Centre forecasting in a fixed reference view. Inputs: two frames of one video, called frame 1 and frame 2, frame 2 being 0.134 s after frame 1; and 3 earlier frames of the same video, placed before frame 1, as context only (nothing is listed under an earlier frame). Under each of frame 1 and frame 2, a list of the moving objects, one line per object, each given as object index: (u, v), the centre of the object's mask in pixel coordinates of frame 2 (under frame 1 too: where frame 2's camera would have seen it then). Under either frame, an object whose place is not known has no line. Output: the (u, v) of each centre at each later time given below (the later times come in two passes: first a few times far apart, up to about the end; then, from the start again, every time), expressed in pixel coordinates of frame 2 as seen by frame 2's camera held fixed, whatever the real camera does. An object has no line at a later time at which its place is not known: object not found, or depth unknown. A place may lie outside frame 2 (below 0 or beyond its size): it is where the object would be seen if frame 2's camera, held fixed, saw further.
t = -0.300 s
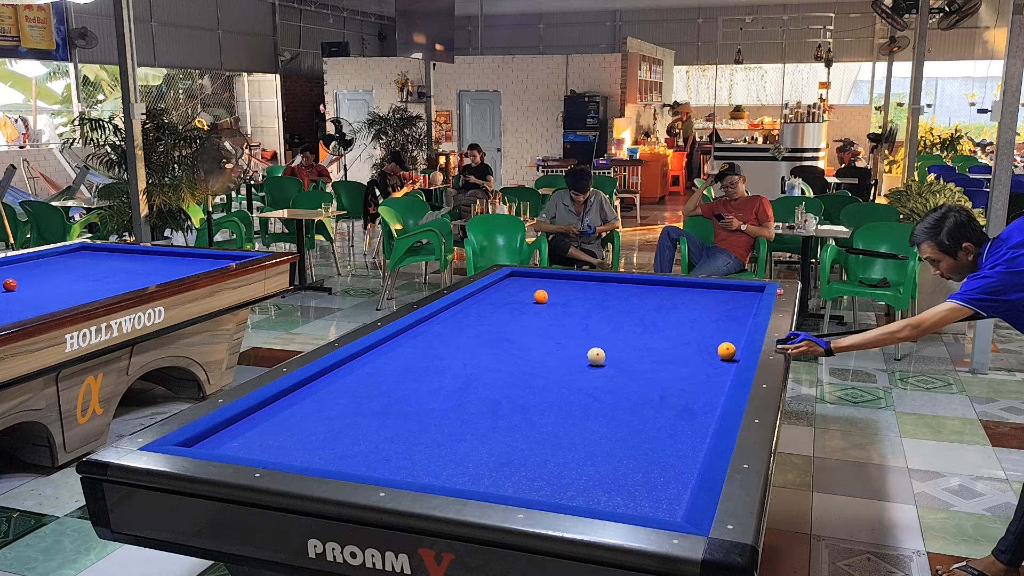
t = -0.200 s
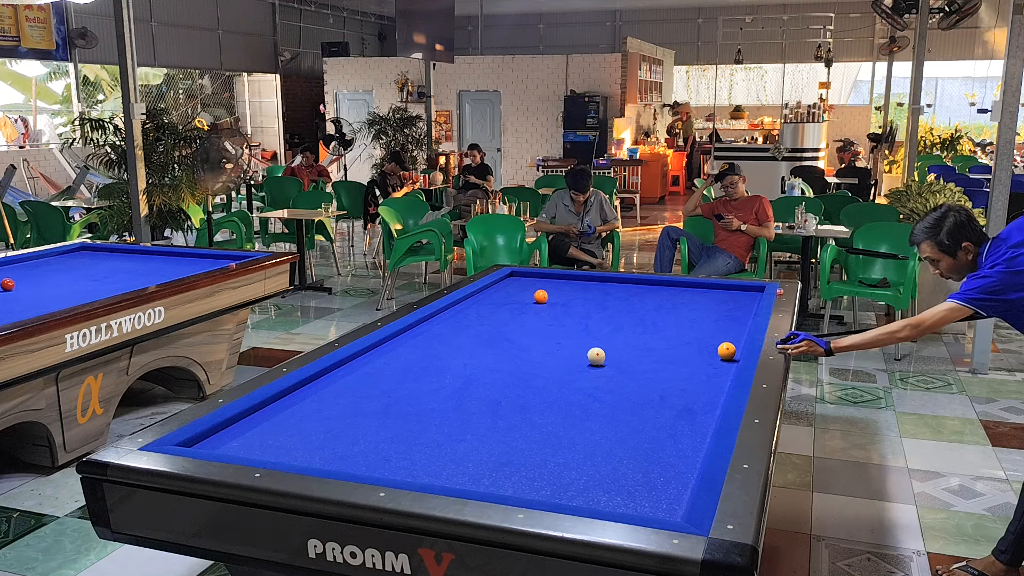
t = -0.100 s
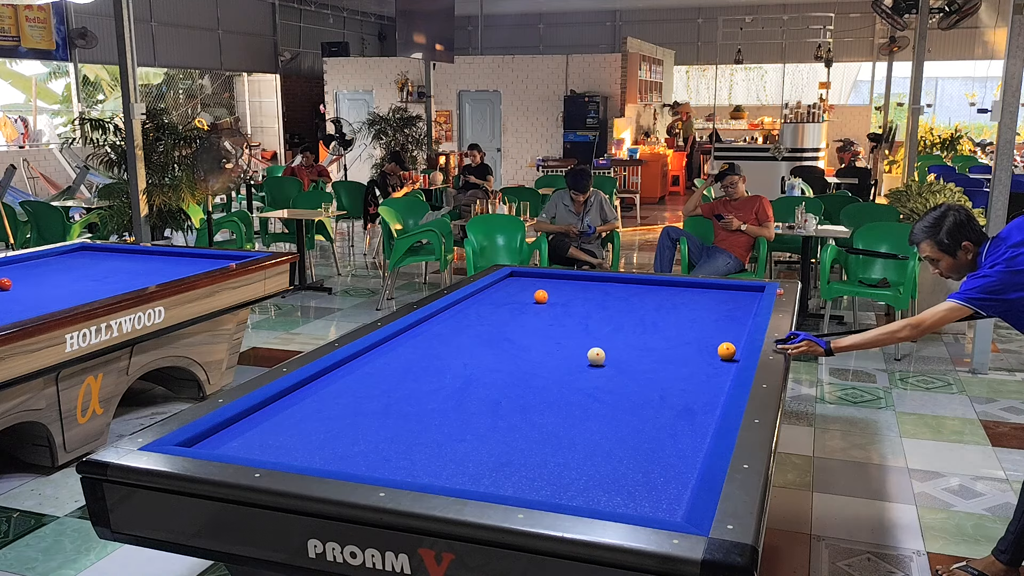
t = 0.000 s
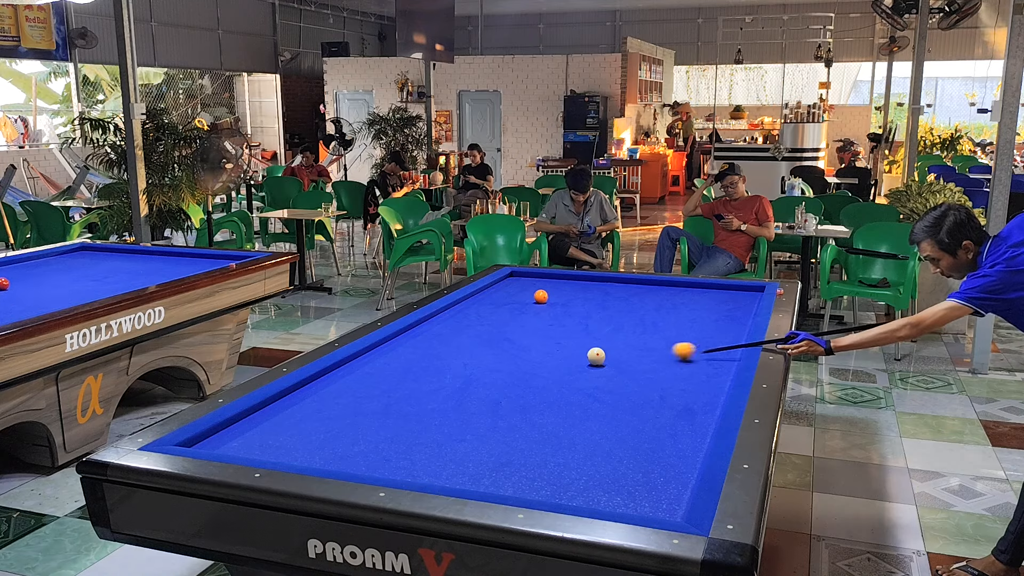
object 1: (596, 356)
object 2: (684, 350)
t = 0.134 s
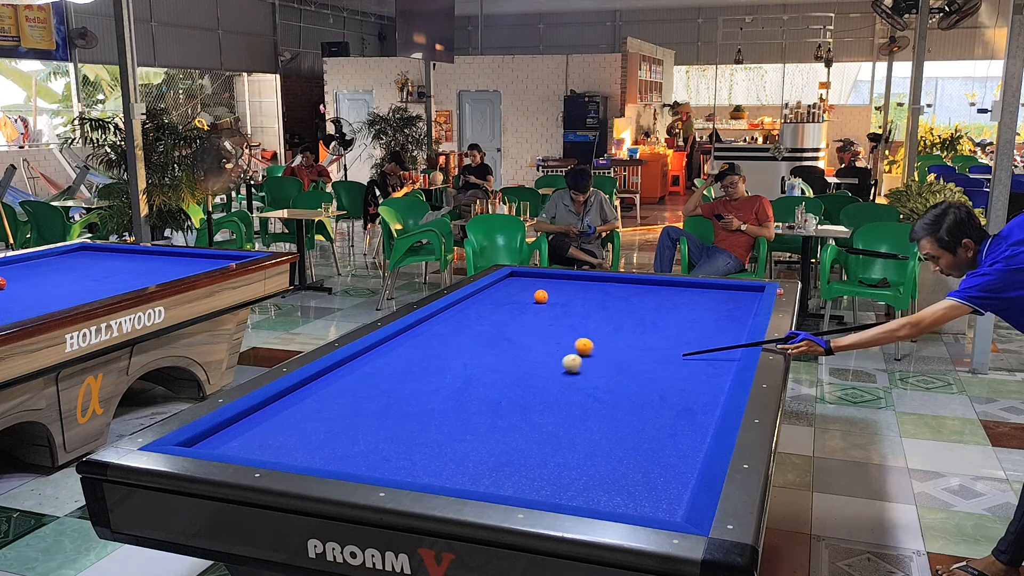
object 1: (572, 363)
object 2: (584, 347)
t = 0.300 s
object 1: (494, 387)
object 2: (512, 331)
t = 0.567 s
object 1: (368, 424)
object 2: (459, 315)
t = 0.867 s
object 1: (268, 442)
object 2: (564, 308)
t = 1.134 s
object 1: (277, 412)
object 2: (636, 300)
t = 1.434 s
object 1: (307, 390)
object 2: (710, 293)
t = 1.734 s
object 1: (355, 375)
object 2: (749, 288)
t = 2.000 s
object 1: (394, 364)
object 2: (727, 289)
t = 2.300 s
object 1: (432, 352)
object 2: (706, 290)
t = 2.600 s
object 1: (467, 342)
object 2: (686, 291)
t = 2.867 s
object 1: (494, 334)
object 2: (669, 292)
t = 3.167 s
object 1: (523, 326)
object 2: (650, 293)
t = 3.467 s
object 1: (548, 318)
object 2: (632, 294)
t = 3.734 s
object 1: (569, 312)
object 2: (617, 294)
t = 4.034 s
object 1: (590, 306)
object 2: (601, 295)
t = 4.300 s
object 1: (608, 301)
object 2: (587, 296)
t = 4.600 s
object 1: (627, 296)
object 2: (572, 296)
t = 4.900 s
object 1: (644, 291)
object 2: (558, 297)
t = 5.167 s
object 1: (658, 287)
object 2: (552, 298)
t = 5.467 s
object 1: (673, 283)
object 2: (550, 299)
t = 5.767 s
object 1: (682, 285)
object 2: (547, 299)
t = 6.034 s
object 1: (689, 288)
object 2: (546, 300)
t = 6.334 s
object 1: (697, 291)
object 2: (545, 300)
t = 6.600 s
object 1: (705, 294)
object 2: (545, 300)
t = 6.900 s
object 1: (712, 297)
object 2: (545, 301)
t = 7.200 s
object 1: (720, 300)
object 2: (545, 301)
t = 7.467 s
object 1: (726, 302)
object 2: (545, 301)
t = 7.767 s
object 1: (733, 305)
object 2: (545, 301)
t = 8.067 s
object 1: (740, 307)
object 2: (545, 300)
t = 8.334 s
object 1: (745, 310)
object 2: (545, 301)
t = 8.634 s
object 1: (749, 311)
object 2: (545, 301)
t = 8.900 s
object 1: (746, 313)
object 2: (545, 300)
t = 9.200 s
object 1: (743, 313)
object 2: (545, 300)
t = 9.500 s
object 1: (740, 314)
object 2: (545, 301)
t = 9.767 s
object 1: (737, 314)
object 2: (545, 301)
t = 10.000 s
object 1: (735, 314)
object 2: (545, 301)
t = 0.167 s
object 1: (556, 368)
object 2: (569, 343)
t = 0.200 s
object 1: (541, 373)
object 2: (555, 340)
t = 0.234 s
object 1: (525, 377)
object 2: (540, 337)
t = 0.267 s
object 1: (509, 382)
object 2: (526, 334)
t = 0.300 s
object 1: (494, 387)
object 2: (512, 331)
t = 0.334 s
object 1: (478, 391)
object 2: (498, 329)
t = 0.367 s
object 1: (462, 396)
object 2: (483, 326)
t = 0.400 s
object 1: (446, 401)
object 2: (470, 324)
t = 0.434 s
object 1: (430, 406)
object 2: (456, 322)
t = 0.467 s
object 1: (415, 410)
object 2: (443, 319)
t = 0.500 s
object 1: (399, 415)
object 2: (431, 317)
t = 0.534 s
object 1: (384, 420)
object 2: (444, 316)
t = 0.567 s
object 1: (368, 424)
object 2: (459, 315)
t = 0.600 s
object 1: (351, 429)
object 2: (473, 315)
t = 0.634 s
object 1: (334, 435)
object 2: (486, 314)
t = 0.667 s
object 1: (317, 440)
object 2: (499, 313)
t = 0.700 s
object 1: (299, 445)
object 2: (511, 312)
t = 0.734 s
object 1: (281, 450)
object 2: (523, 311)
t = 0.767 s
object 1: (263, 452)
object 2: (534, 310)
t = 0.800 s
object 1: (261, 450)
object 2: (545, 309)
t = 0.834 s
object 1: (265, 447)
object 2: (555, 308)
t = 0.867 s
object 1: (268, 442)
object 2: (564, 308)
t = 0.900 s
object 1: (270, 437)
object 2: (574, 307)
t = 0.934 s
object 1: (272, 432)
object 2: (583, 306)
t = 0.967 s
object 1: (274, 428)
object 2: (592, 305)
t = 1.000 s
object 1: (275, 425)
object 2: (601, 304)
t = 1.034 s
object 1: (275, 421)
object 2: (609, 303)
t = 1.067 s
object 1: (276, 418)
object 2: (618, 302)
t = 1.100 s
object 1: (276, 415)
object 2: (627, 301)
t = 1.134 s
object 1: (277, 412)
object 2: (636, 300)
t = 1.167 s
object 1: (277, 408)
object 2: (644, 300)
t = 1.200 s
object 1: (278, 405)
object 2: (653, 299)
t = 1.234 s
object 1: (278, 402)
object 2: (661, 298)
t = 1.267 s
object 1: (279, 399)
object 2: (669, 297)
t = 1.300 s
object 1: (282, 397)
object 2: (677, 296)
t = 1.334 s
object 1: (289, 395)
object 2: (686, 295)
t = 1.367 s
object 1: (295, 394)
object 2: (694, 295)
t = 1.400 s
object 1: (301, 392)
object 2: (702, 294)
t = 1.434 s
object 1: (307, 390)
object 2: (710, 293)
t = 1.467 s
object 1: (312, 388)
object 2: (718, 292)
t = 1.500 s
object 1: (318, 387)
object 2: (725, 291)
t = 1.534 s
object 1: (324, 385)
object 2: (733, 291)
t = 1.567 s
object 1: (329, 383)
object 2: (741, 290)
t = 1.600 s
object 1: (334, 382)
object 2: (748, 289)
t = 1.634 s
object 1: (340, 380)
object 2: (755, 288)
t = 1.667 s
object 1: (345, 379)
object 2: (758, 287)
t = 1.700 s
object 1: (350, 377)
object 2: (753, 288)
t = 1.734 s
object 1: (355, 375)
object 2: (749, 288)
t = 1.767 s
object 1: (360, 374)
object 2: (745, 288)
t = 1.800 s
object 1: (365, 372)
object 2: (742, 288)
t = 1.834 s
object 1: (370, 371)
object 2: (739, 289)
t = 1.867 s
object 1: (375, 370)
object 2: (736, 289)
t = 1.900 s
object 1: (380, 368)
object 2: (734, 289)
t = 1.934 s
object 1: (385, 367)
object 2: (732, 289)
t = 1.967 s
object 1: (389, 365)
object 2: (730, 289)
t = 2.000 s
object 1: (394, 364)
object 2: (727, 289)
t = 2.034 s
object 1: (398, 362)
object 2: (725, 289)
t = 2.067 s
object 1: (403, 361)
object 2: (722, 290)
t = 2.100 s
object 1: (407, 360)
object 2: (720, 290)
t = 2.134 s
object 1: (412, 358)
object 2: (718, 290)
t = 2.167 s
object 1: (416, 357)
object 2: (715, 290)
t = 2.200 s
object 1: (420, 356)
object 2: (713, 290)
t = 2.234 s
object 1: (424, 355)
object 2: (711, 290)
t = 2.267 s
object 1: (428, 354)
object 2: (709, 290)
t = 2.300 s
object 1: (432, 352)
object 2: (706, 290)
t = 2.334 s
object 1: (436, 351)
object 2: (704, 290)
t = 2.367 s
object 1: (440, 350)
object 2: (702, 291)
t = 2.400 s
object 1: (444, 349)
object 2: (699, 291)
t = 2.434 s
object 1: (448, 348)
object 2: (697, 291)
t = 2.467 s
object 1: (452, 346)
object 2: (695, 291)
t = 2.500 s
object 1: (456, 345)
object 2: (693, 291)
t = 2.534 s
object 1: (459, 344)
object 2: (690, 291)
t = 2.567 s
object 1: (463, 343)
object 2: (688, 291)
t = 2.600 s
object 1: (467, 342)
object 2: (686, 291)
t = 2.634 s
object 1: (470, 341)
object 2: (684, 291)
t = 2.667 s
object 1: (474, 340)
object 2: (682, 292)
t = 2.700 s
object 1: (477, 339)
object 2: (680, 292)
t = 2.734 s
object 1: (481, 338)
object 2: (677, 292)
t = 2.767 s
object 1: (484, 337)
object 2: (675, 292)
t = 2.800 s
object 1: (488, 336)
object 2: (673, 292)
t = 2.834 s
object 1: (491, 335)
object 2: (671, 292)
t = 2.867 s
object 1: (494, 334)
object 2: (669, 292)
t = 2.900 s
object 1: (498, 333)
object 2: (667, 292)
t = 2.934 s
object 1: (501, 332)
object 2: (665, 292)
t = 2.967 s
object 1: (504, 331)
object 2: (663, 292)
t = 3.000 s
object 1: (507, 330)
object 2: (661, 292)
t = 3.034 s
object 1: (510, 329)
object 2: (658, 293)
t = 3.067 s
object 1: (514, 328)
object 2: (656, 293)
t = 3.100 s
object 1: (517, 327)
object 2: (654, 293)
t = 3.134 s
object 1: (520, 327)
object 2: (652, 293)
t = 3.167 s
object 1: (523, 326)
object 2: (650, 293)
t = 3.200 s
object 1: (526, 325)
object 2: (648, 293)
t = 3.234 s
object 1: (529, 324)
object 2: (646, 293)
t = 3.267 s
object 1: (531, 323)
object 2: (644, 293)
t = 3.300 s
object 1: (534, 322)
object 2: (642, 293)
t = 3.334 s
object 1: (537, 321)
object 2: (640, 293)
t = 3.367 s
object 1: (540, 321)
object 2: (638, 293)
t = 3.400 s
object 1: (543, 320)
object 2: (636, 293)
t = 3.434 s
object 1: (545, 319)
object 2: (634, 294)
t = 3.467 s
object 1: (548, 318)
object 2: (632, 294)
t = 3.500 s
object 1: (551, 317)
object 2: (630, 294)
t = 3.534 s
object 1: (553, 317)
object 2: (628, 294)
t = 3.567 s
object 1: (556, 316)
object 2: (627, 294)
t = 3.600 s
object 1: (559, 315)
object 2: (625, 294)
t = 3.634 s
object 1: (561, 314)
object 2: (623, 294)
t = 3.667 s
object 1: (564, 314)
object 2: (621, 294)
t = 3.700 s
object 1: (566, 313)
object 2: (619, 294)
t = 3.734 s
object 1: (569, 312)
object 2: (617, 294)
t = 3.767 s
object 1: (571, 312)
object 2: (615, 294)
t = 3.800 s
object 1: (574, 311)
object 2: (613, 294)
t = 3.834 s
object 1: (576, 310)
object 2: (611, 295)
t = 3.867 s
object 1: (579, 309)
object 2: (610, 295)
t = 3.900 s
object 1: (581, 309)
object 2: (608, 295)
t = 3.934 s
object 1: (584, 308)
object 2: (606, 295)
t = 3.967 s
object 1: (586, 307)
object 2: (604, 295)
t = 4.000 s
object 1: (588, 307)
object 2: (603, 295)
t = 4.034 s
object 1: (590, 306)
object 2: (601, 295)
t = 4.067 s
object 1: (593, 306)
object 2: (599, 295)
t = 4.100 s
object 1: (595, 305)
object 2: (598, 294)
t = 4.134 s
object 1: (597, 304)
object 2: (595, 294)
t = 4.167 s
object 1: (600, 304)
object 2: (593, 294)
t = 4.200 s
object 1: (602, 303)
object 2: (591, 295)
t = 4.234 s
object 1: (604, 302)
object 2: (590, 295)
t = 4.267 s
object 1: (606, 302)
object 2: (589, 296)
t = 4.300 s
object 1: (608, 301)
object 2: (587, 296)
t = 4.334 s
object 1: (611, 301)
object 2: (585, 296)
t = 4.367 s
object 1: (613, 300)
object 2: (583, 296)
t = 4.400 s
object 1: (615, 300)
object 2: (582, 296)
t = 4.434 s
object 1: (617, 299)
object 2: (580, 296)
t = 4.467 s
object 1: (619, 298)
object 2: (578, 296)
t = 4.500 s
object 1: (621, 298)
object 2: (577, 296)
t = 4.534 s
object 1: (623, 297)
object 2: (575, 296)
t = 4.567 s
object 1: (625, 297)
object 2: (573, 296)
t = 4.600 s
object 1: (627, 296)
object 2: (572, 296)
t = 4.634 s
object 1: (629, 296)
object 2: (570, 296)
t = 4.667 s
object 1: (631, 295)
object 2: (569, 297)
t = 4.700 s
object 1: (633, 295)
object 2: (567, 297)
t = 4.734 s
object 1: (635, 294)
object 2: (565, 297)
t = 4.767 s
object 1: (637, 293)
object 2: (564, 297)
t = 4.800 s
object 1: (638, 293)
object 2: (562, 297)
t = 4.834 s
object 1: (640, 293)
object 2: (561, 297)
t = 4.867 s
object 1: (642, 292)
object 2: (559, 297)
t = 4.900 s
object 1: (644, 291)
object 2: (558, 297)
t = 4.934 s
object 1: (646, 291)
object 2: (556, 297)
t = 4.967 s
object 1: (648, 290)
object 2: (555, 297)
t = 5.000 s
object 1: (649, 290)
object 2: (554, 297)
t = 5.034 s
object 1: (651, 289)
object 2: (554, 297)
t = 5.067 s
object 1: (653, 289)
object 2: (553, 298)
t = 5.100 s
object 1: (655, 288)
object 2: (553, 298)
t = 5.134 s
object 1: (657, 288)
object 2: (553, 298)
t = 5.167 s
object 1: (658, 287)
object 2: (552, 298)
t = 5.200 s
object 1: (660, 287)
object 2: (552, 298)
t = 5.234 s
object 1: (662, 286)
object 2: (552, 298)
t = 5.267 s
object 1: (663, 286)
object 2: (551, 298)
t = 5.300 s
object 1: (665, 285)
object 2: (551, 298)
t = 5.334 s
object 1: (667, 285)
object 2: (551, 298)
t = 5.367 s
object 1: (668, 285)
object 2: (550, 298)
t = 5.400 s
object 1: (670, 284)
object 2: (550, 299)
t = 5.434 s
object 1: (672, 284)
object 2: (550, 299)
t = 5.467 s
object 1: (673, 283)
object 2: (550, 299)
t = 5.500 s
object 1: (675, 283)
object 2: (549, 299)
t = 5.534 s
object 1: (676, 283)
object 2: (549, 299)
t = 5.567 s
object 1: (677, 283)
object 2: (549, 299)
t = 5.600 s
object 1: (678, 283)
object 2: (548, 299)
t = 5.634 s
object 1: (679, 284)
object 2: (548, 299)
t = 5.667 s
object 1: (680, 284)
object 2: (548, 299)
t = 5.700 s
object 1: (681, 284)
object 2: (548, 299)
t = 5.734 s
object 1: (681, 285)
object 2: (548, 299)
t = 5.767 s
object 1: (682, 285)
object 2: (547, 299)
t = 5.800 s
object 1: (683, 286)
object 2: (547, 299)
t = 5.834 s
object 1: (684, 286)
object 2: (547, 300)
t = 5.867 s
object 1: (685, 286)
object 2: (547, 300)
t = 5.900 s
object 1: (686, 287)
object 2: (547, 300)
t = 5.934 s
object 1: (687, 287)
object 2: (547, 300)
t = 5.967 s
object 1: (688, 288)
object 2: (547, 300)
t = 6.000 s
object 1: (688, 288)
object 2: (546, 300)
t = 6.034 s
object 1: (689, 288)
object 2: (546, 300)
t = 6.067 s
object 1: (690, 288)
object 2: (546, 300)
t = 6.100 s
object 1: (691, 289)
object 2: (546, 300)
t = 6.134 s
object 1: (692, 289)
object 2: (546, 300)
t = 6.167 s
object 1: (693, 290)
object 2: (546, 300)
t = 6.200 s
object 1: (694, 290)
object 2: (546, 300)
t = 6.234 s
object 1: (695, 290)
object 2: (546, 300)
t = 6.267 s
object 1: (695, 291)
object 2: (546, 300)
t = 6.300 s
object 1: (696, 291)
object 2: (545, 300)
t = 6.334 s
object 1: (697, 291)
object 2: (545, 300)
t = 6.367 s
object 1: (698, 292)
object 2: (545, 300)
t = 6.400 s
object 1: (699, 292)
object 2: (545, 300)
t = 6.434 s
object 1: (700, 292)
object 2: (545, 300)
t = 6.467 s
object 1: (701, 293)
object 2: (545, 300)
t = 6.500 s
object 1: (702, 293)
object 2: (545, 300)
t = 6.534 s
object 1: (703, 293)
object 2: (545, 300)
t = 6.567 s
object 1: (704, 293)
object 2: (545, 300)
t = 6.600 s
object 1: (705, 294)
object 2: (545, 300)
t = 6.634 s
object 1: (706, 294)
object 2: (545, 300)
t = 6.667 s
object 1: (706, 295)
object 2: (545, 300)
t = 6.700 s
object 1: (707, 295)
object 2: (545, 300)
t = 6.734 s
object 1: (708, 295)
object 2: (545, 301)
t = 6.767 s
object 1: (709, 295)
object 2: (545, 301)
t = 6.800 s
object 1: (710, 296)
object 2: (545, 301)
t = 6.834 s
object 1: (711, 296)
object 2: (545, 301)
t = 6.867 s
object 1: (711, 297)
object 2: (545, 301)
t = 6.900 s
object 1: (712, 297)
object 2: (545, 301)
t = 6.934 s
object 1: (713, 297)
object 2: (545, 301)
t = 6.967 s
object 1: (714, 298)
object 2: (545, 301)
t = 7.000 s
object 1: (715, 298)
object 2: (545, 301)
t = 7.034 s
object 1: (716, 298)
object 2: (545, 301)
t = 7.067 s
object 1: (716, 298)
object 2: (545, 301)
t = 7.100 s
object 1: (718, 299)
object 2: (545, 301)
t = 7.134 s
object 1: (718, 299)
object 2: (545, 301)
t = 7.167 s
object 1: (719, 299)
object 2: (545, 301)
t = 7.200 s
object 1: (720, 300)
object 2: (545, 301)
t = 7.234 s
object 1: (721, 300)
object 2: (545, 301)
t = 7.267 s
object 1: (721, 301)
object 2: (545, 301)
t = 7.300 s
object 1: (722, 301)
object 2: (545, 301)
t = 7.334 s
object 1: (723, 301)
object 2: (545, 301)
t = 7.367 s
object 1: (724, 301)
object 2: (545, 301)
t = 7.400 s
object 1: (725, 302)
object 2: (545, 301)
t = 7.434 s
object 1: (726, 302)
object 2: (545, 301)
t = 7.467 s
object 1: (726, 302)
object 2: (545, 301)
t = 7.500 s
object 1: (727, 303)
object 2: (545, 301)
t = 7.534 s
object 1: (728, 303)
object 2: (545, 301)
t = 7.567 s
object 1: (729, 303)
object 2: (545, 301)
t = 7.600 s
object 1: (729, 304)
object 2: (545, 301)
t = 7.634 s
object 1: (730, 304)
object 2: (545, 301)
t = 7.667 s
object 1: (731, 304)
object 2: (545, 301)
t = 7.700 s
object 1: (732, 304)
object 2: (545, 300)
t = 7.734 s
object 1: (733, 304)
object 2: (545, 301)
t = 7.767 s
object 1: (733, 305)
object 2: (545, 301)
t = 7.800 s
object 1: (734, 305)
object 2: (545, 300)
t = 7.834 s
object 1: (735, 305)
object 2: (545, 300)
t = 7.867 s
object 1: (735, 306)
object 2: (545, 300)
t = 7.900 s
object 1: (736, 306)
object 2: (545, 300)
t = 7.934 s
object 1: (737, 306)
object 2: (545, 300)
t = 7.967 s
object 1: (738, 306)
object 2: (545, 300)
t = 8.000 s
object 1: (739, 307)
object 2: (545, 300)
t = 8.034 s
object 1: (739, 307)
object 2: (545, 300)
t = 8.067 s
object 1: (740, 307)
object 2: (545, 300)
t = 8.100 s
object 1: (741, 308)
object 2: (545, 300)
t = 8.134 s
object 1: (742, 308)
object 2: (545, 300)
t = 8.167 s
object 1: (742, 308)
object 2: (545, 300)
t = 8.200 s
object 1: (743, 309)
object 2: (545, 300)
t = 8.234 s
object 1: (743, 309)
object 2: (545, 300)
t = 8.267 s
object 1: (744, 309)
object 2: (545, 300)
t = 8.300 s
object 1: (745, 309)
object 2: (545, 301)
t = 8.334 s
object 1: (745, 310)
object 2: (545, 301)
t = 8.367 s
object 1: (746, 310)
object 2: (545, 301)
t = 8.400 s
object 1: (747, 310)
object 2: (545, 300)
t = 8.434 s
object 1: (748, 310)
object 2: (545, 301)
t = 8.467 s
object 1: (748, 311)
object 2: (545, 301)
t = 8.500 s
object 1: (749, 311)
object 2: (545, 300)
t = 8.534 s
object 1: (749, 311)
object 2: (545, 301)
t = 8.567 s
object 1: (750, 311)
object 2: (545, 301)
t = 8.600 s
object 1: (750, 311)
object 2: (545, 301)
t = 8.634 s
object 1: (749, 311)
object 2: (545, 301)
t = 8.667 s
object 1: (749, 312)
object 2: (545, 301)
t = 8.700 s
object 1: (748, 312)
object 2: (545, 301)
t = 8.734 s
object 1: (748, 312)
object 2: (545, 301)
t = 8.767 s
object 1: (748, 312)
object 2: (545, 301)
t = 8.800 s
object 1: (747, 312)
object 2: (545, 300)
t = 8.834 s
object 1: (747, 312)
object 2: (545, 300)
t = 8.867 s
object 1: (747, 312)
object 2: (545, 300)
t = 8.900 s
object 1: (746, 313)
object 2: (545, 300)
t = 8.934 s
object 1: (746, 313)
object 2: (545, 300)
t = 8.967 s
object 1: (746, 313)
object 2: (545, 300)
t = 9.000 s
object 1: (745, 313)
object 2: (545, 300)
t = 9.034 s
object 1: (745, 313)
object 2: (545, 300)
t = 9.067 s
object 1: (745, 313)
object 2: (545, 300)
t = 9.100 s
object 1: (744, 313)
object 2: (545, 301)
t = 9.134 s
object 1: (744, 313)
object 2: (545, 301)
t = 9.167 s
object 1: (743, 313)
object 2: (545, 301)
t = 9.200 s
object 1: (743, 313)
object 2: (545, 300)
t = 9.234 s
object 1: (743, 313)
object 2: (545, 301)
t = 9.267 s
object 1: (742, 313)
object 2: (545, 301)
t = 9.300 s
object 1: (742, 314)
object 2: (545, 301)
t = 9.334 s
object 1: (742, 313)
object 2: (545, 301)
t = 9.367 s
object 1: (741, 314)
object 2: (545, 301)
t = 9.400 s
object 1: (741, 314)
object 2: (545, 301)
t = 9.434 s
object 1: (741, 314)
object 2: (545, 301)
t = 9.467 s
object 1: (740, 314)
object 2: (545, 301)
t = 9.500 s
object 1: (740, 314)
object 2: (545, 301)
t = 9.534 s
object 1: (740, 314)
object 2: (545, 301)
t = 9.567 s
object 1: (739, 314)
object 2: (545, 301)
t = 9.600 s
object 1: (739, 314)
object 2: (545, 301)
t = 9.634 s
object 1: (738, 314)
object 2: (545, 301)
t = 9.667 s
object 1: (738, 314)
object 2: (545, 301)
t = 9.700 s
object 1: (738, 314)
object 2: (545, 301)
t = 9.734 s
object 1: (737, 314)
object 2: (545, 301)
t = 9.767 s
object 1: (737, 314)
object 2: (545, 301)
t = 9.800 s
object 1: (737, 314)
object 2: (545, 301)
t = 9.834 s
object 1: (736, 314)
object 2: (545, 301)
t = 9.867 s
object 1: (736, 314)
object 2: (545, 301)
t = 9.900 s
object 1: (736, 314)
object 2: (545, 301)
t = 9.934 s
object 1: (735, 314)
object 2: (545, 301)
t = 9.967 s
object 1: (735, 314)
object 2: (545, 301)
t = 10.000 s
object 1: (735, 314)
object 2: (545, 301)
